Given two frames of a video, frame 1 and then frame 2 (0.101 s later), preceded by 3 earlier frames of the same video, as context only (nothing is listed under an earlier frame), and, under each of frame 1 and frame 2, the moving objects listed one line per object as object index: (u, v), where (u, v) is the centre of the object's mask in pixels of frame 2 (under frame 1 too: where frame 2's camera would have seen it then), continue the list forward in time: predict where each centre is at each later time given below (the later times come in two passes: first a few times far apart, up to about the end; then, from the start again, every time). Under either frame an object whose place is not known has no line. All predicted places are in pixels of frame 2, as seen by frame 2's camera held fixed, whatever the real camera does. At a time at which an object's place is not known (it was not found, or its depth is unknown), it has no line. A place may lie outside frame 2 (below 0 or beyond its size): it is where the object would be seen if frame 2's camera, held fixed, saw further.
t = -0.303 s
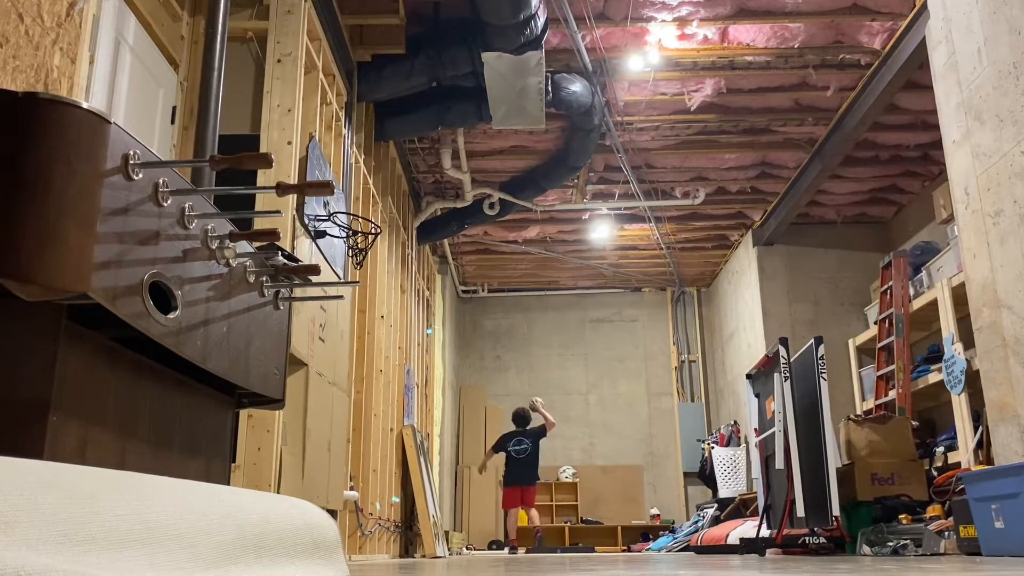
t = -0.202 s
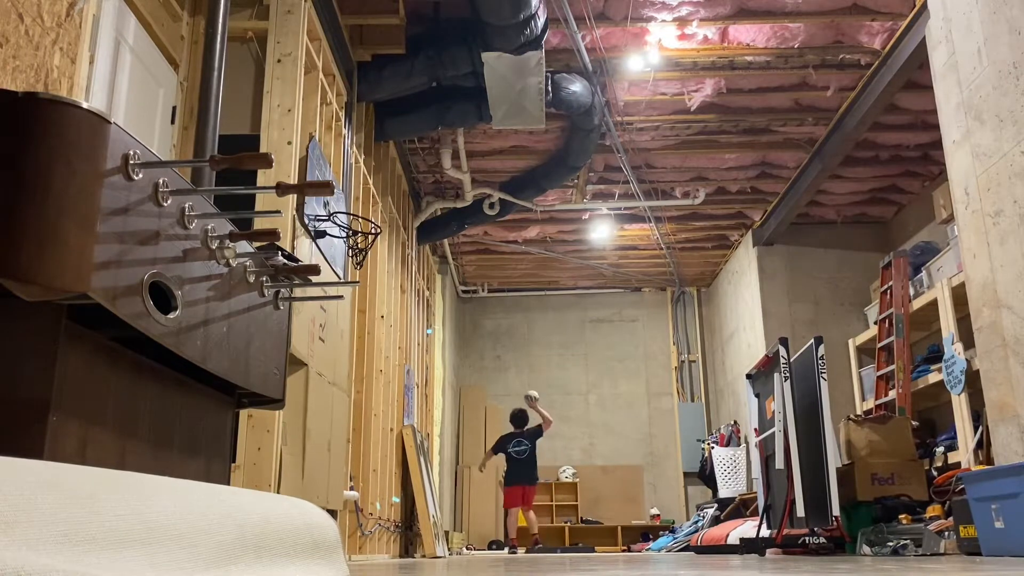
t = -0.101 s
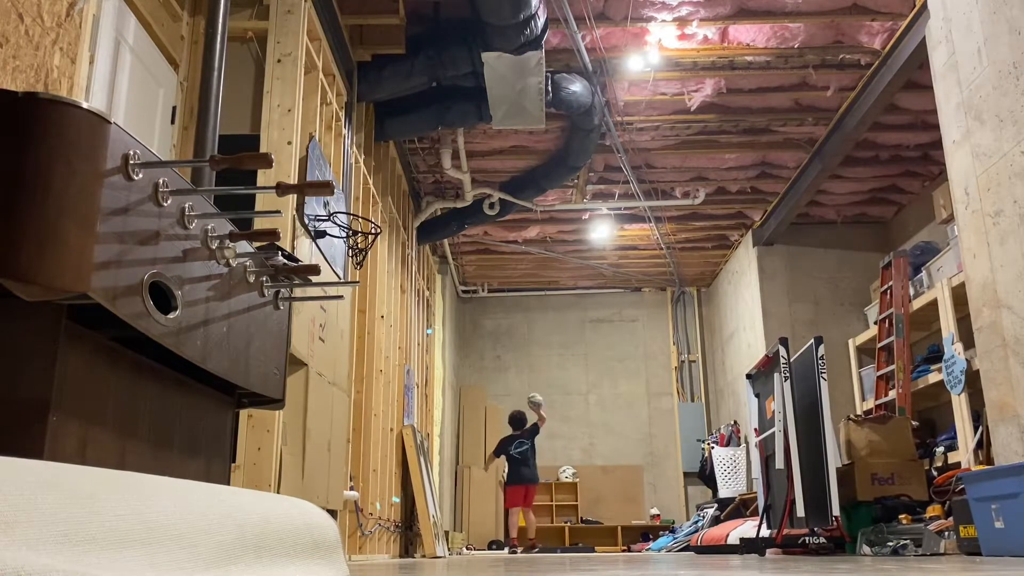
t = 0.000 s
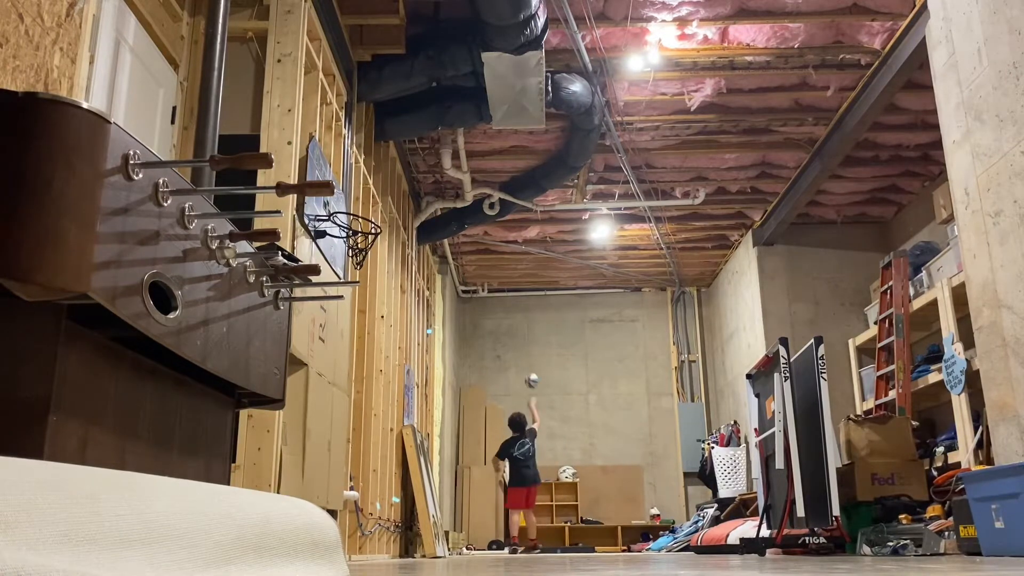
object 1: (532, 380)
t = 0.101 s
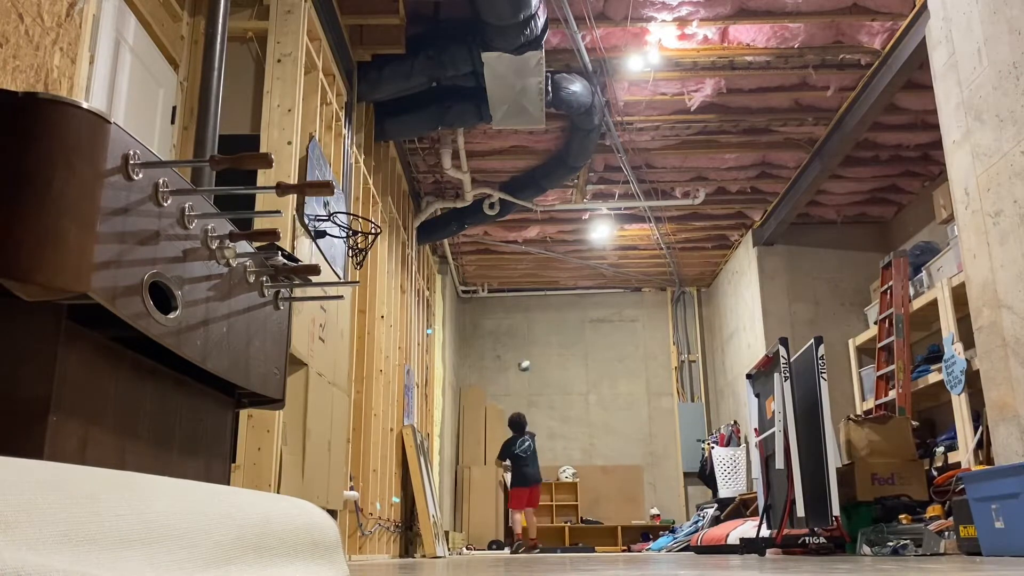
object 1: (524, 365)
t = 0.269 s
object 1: (515, 360)
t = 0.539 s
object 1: (511, 356)
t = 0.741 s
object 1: (509, 385)
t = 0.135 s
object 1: (522, 362)
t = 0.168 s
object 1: (520, 360)
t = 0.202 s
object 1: (518, 360)
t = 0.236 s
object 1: (516, 360)
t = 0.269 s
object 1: (515, 360)
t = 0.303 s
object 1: (513, 362)
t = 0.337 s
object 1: (514, 358)
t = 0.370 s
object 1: (513, 356)
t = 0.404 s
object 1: (513, 354)
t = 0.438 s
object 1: (512, 354)
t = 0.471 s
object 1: (512, 354)
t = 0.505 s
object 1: (512, 354)
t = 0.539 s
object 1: (511, 356)
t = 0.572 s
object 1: (511, 358)
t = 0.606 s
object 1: (511, 361)
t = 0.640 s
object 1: (511, 365)
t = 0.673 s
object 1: (510, 371)
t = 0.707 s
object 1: (510, 377)
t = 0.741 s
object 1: (509, 385)
